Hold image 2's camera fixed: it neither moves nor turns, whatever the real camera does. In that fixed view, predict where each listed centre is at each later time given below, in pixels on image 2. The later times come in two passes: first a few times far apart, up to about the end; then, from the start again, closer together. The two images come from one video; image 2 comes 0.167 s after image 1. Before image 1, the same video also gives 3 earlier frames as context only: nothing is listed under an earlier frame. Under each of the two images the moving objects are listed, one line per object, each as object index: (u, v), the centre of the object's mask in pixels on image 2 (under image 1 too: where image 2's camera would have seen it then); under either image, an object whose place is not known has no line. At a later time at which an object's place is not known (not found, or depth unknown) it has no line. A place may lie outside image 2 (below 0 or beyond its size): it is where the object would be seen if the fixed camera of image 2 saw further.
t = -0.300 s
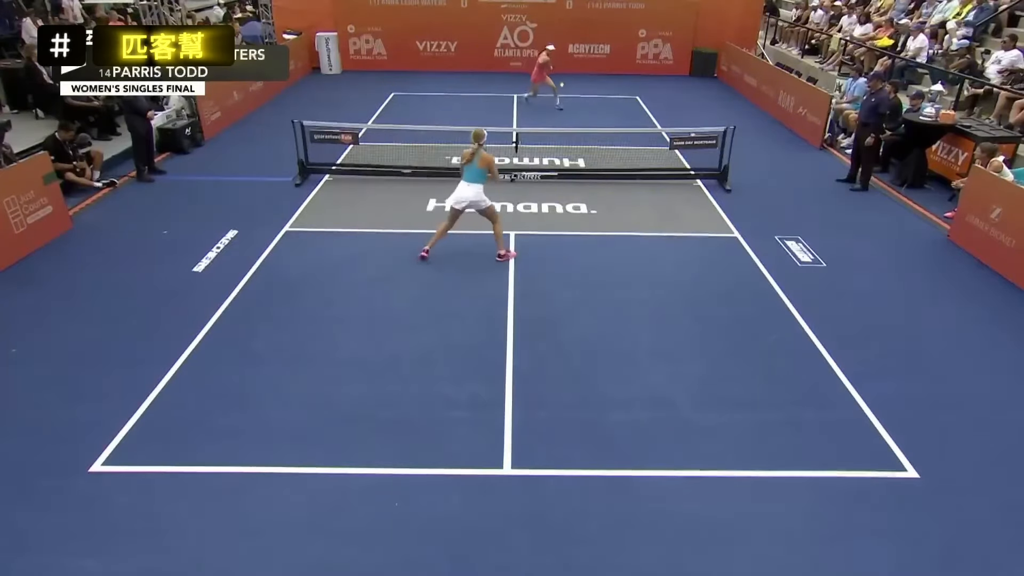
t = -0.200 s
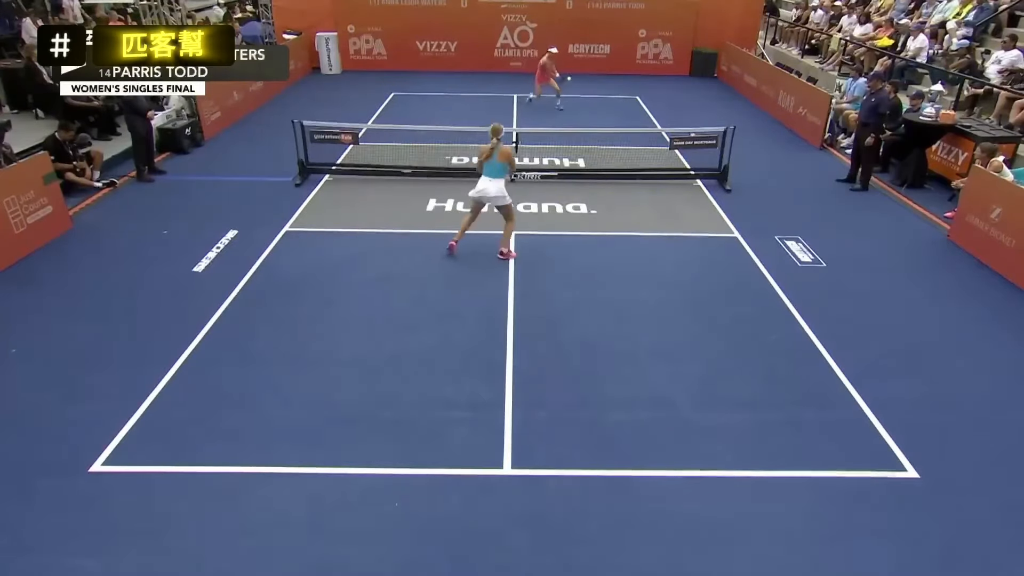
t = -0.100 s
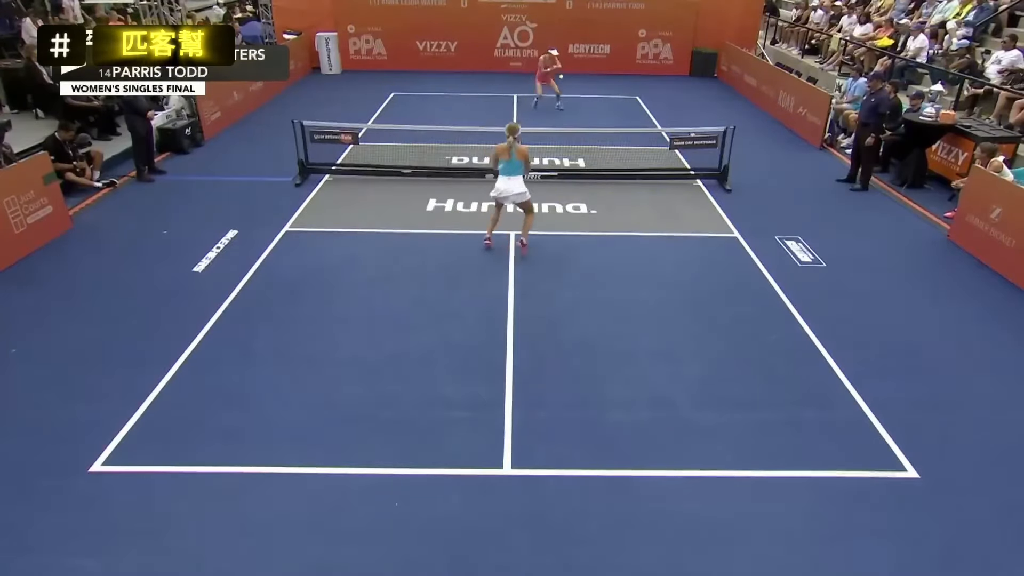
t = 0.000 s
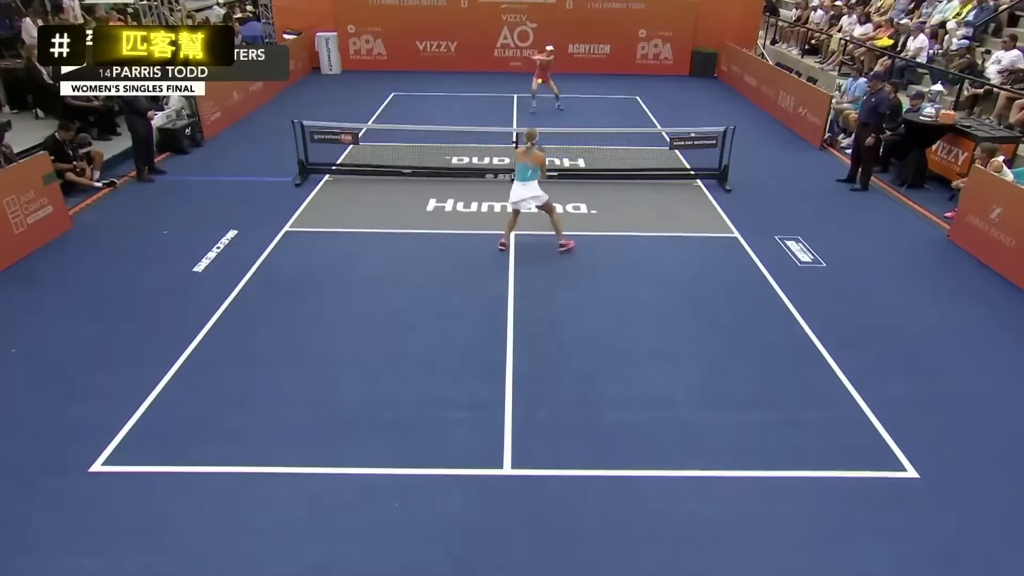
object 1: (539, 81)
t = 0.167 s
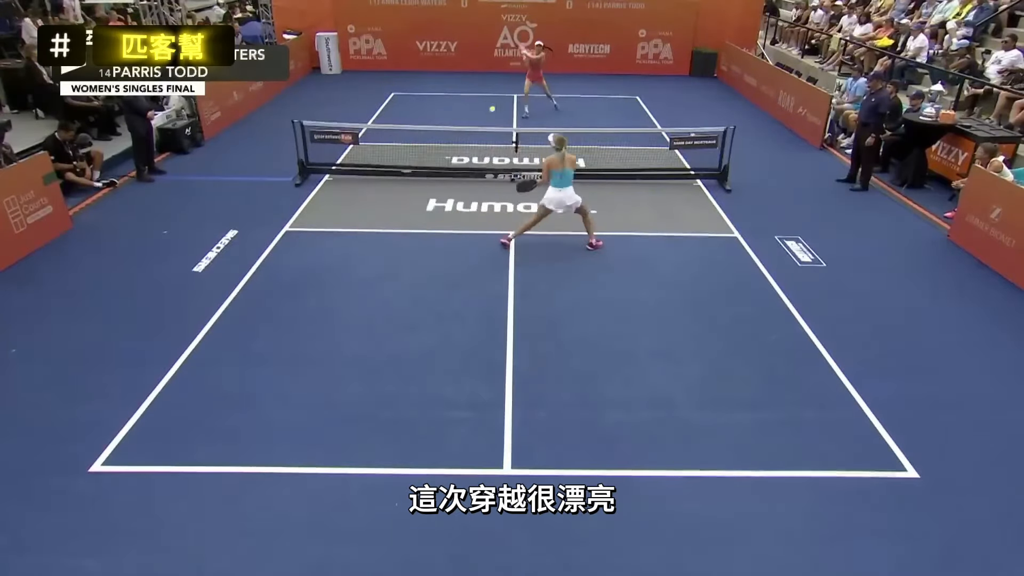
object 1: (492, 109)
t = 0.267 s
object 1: (455, 142)
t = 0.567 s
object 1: (288, 375)
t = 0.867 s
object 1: (11, 563)
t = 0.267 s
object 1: (455, 142)
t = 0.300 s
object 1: (441, 158)
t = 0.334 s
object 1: (426, 175)
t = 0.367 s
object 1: (410, 195)
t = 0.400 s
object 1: (392, 217)
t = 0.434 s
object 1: (374, 242)
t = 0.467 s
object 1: (355, 270)
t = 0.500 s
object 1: (334, 301)
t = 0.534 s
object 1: (313, 336)
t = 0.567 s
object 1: (288, 375)
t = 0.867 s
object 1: (11, 563)
